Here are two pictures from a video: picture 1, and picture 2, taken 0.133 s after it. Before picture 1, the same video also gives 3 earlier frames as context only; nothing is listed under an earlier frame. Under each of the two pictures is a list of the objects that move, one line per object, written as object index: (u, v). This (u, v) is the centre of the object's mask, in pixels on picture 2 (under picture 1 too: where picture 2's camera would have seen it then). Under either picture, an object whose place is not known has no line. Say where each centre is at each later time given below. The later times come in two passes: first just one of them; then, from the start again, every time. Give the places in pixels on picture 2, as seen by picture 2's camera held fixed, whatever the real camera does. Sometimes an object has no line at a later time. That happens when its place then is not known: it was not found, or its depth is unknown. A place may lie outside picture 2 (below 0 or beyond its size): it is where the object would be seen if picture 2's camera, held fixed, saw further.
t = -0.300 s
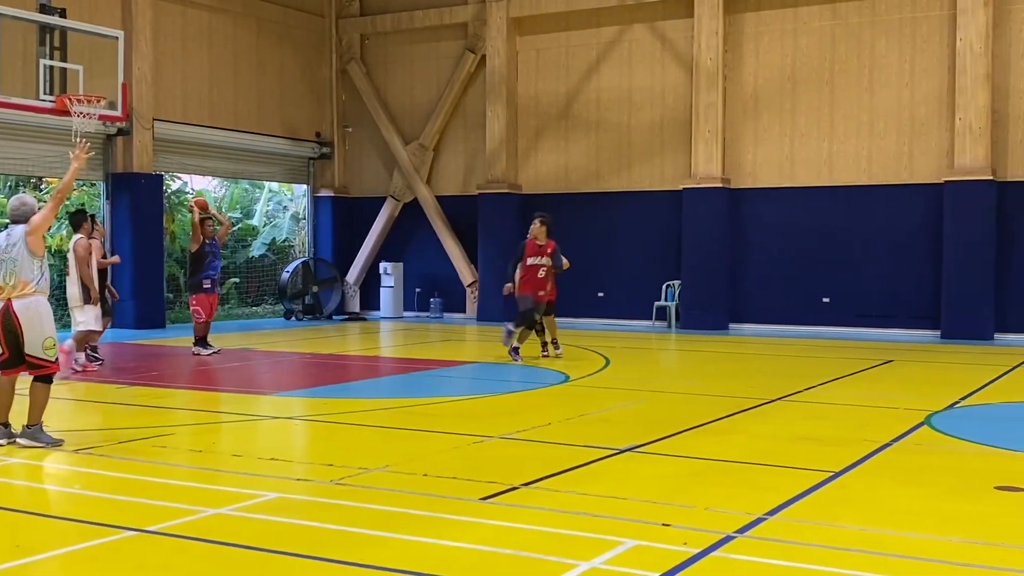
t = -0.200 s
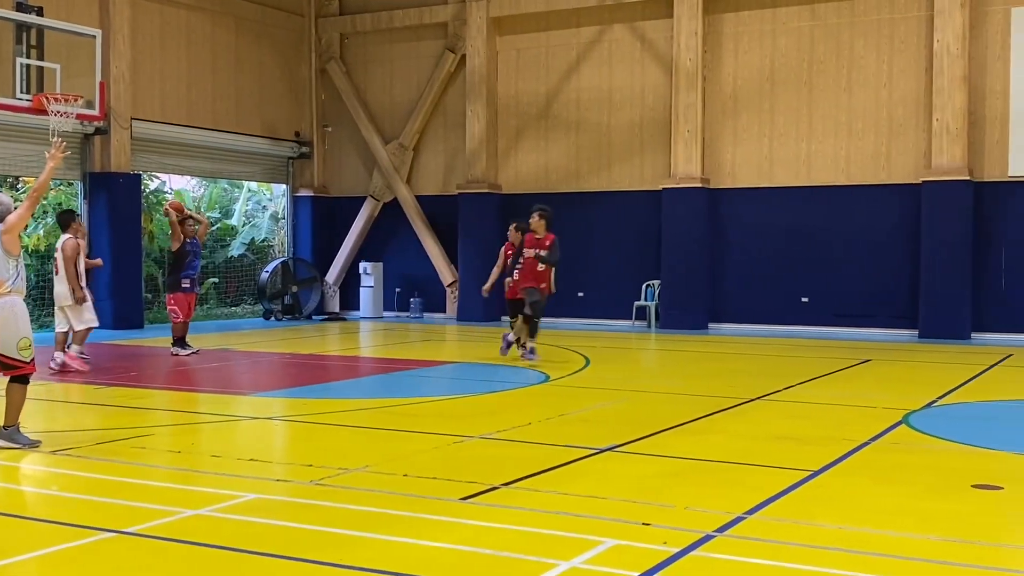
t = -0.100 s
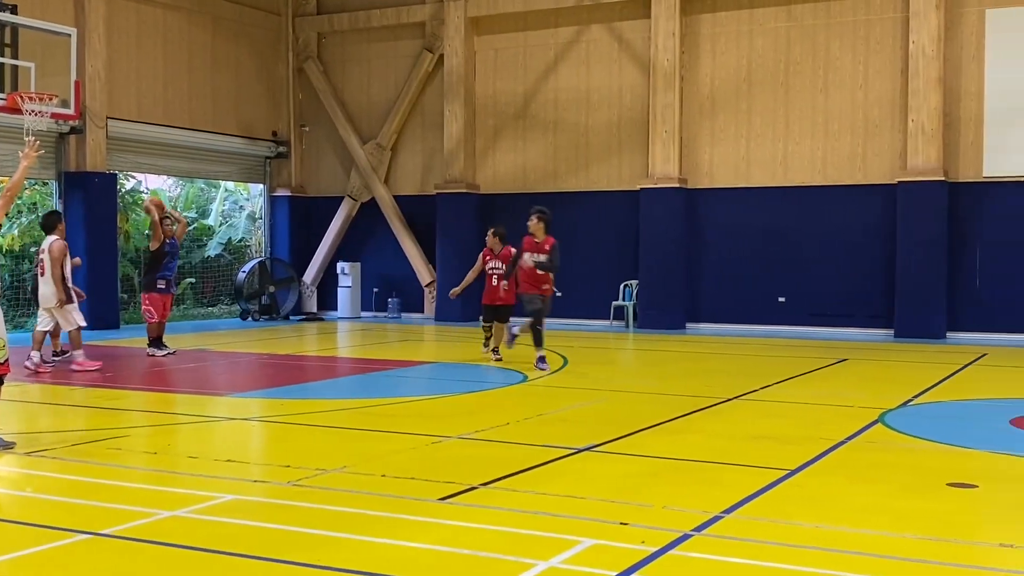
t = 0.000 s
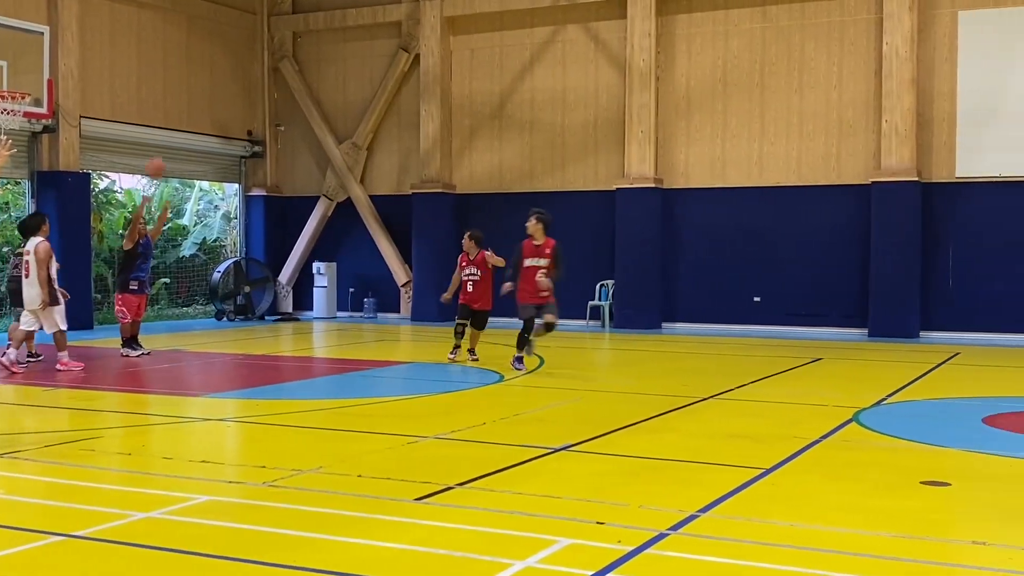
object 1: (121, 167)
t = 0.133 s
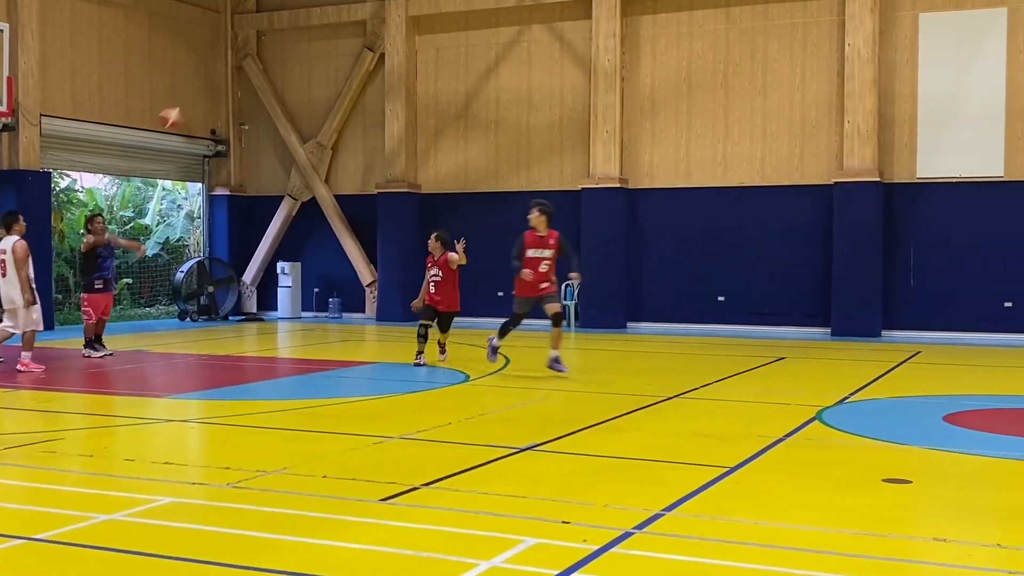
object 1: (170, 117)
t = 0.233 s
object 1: (211, 89)
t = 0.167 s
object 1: (185, 108)
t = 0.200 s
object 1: (198, 97)
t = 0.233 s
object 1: (211, 89)
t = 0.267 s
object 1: (224, 81)
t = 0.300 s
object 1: (238, 75)
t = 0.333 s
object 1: (255, 68)
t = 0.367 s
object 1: (270, 63)
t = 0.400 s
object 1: (286, 60)
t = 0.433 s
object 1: (303, 56)
